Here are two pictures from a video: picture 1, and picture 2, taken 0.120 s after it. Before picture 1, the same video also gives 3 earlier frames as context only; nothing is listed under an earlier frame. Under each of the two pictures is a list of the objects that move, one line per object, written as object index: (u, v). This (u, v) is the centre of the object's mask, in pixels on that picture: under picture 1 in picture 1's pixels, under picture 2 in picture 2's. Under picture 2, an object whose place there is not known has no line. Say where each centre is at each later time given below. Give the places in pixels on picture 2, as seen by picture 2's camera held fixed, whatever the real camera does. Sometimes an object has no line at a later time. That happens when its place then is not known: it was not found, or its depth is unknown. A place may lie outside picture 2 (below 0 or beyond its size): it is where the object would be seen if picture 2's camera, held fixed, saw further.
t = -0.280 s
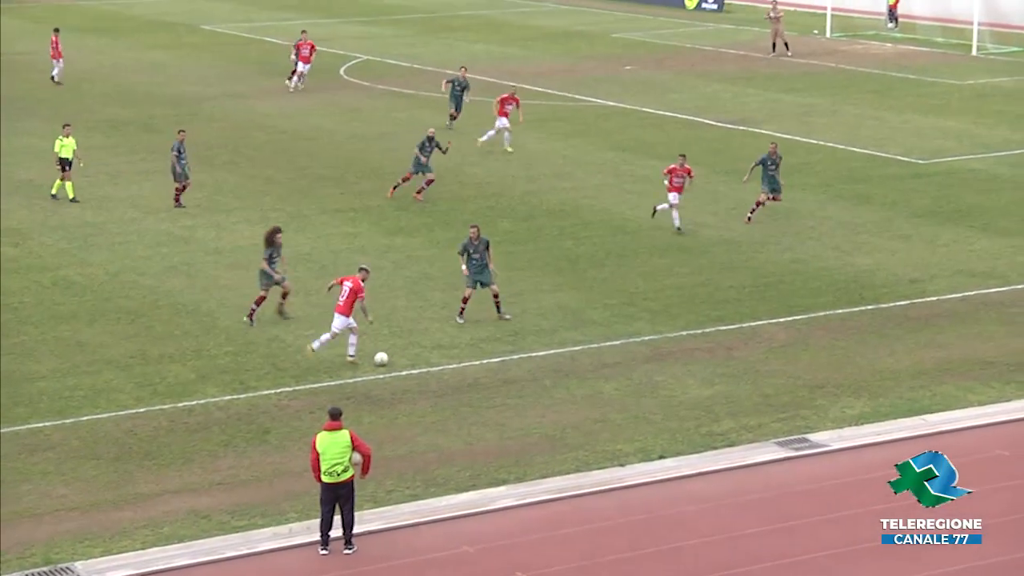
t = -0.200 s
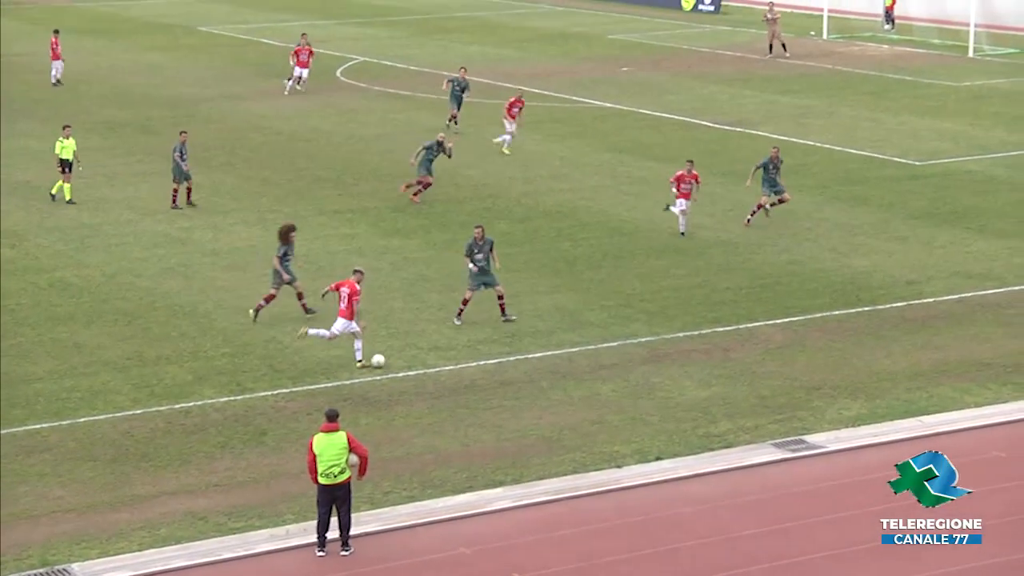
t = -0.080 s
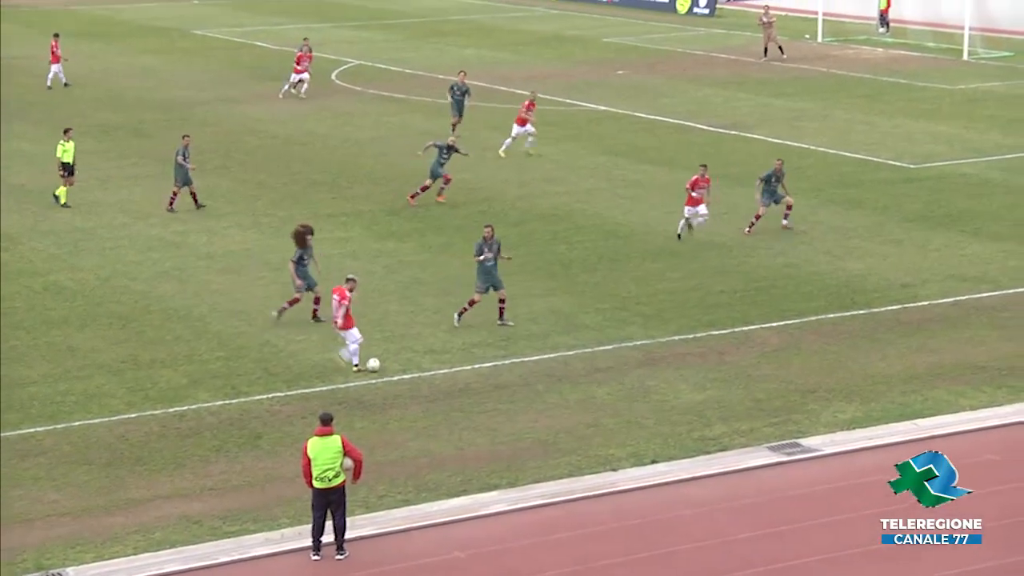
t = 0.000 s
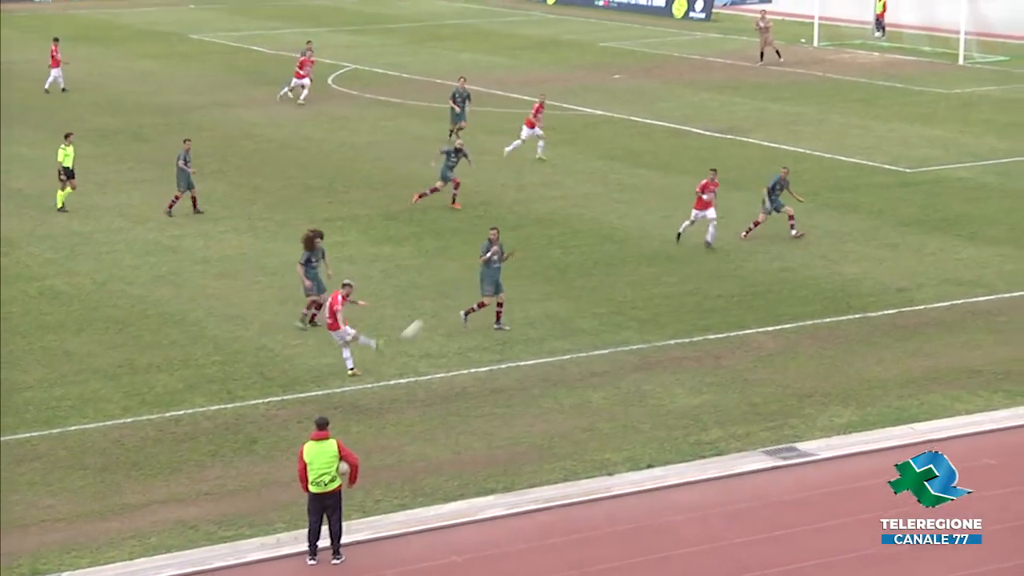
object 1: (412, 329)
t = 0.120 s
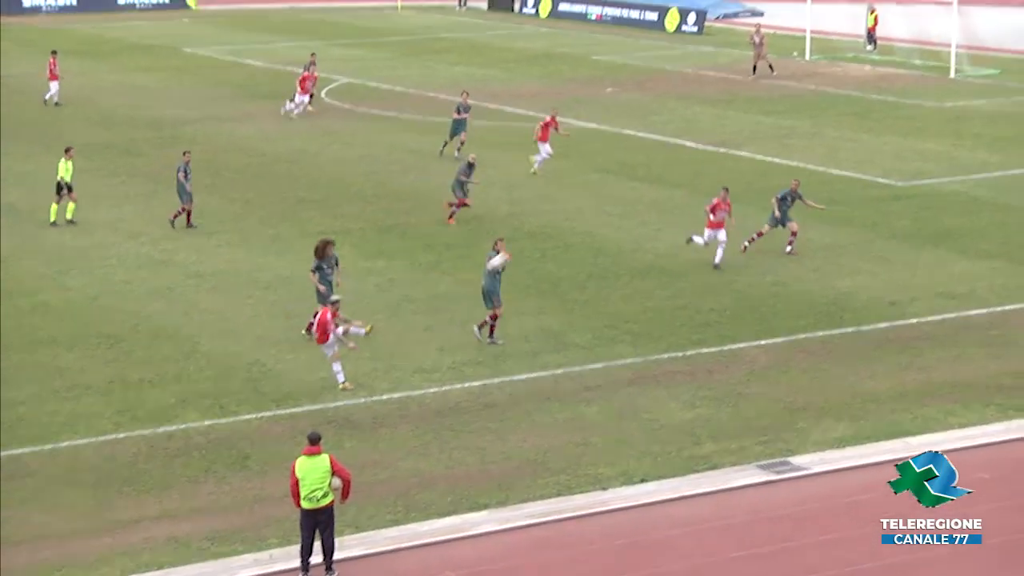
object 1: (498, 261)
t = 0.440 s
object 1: (686, 102)
